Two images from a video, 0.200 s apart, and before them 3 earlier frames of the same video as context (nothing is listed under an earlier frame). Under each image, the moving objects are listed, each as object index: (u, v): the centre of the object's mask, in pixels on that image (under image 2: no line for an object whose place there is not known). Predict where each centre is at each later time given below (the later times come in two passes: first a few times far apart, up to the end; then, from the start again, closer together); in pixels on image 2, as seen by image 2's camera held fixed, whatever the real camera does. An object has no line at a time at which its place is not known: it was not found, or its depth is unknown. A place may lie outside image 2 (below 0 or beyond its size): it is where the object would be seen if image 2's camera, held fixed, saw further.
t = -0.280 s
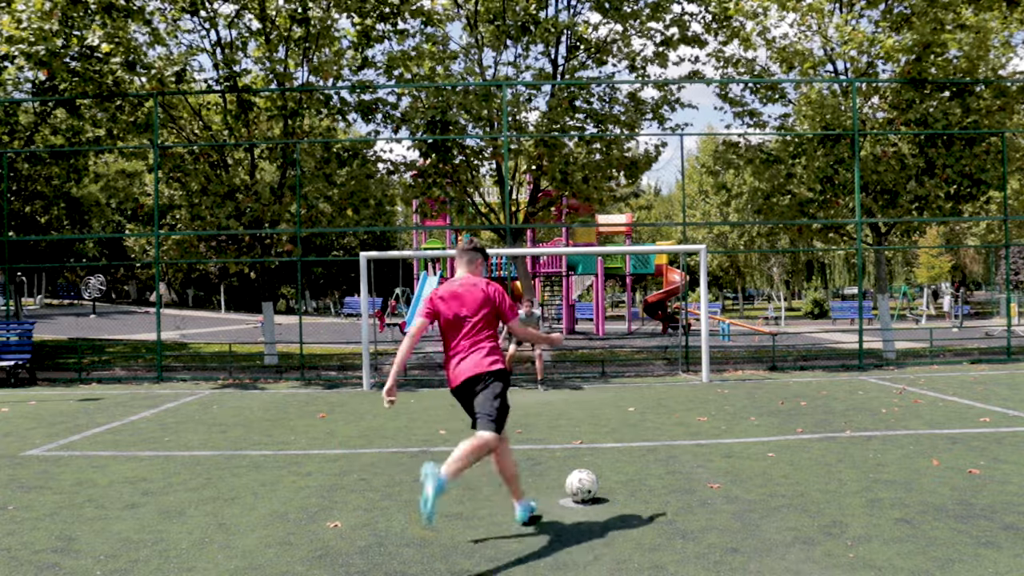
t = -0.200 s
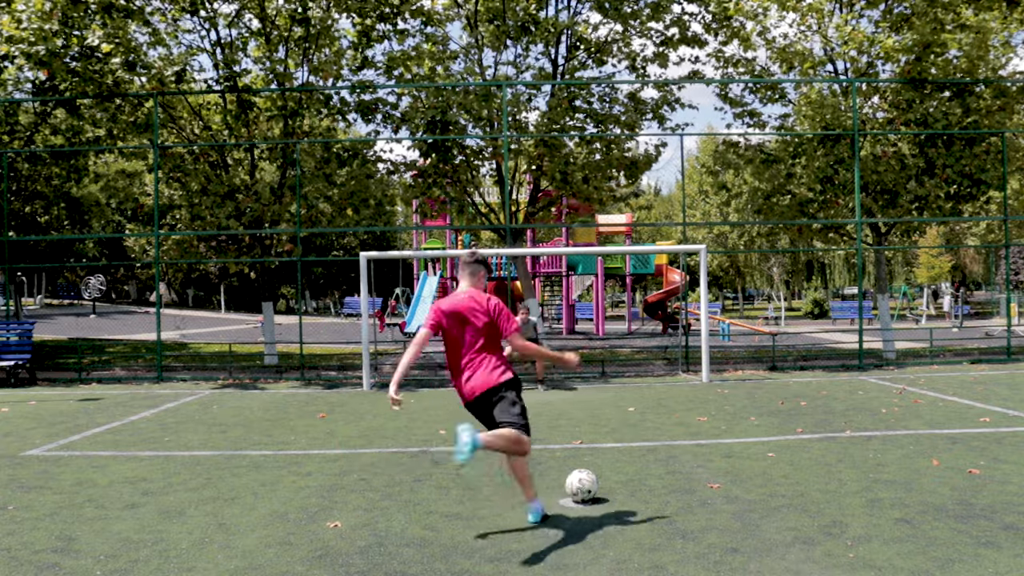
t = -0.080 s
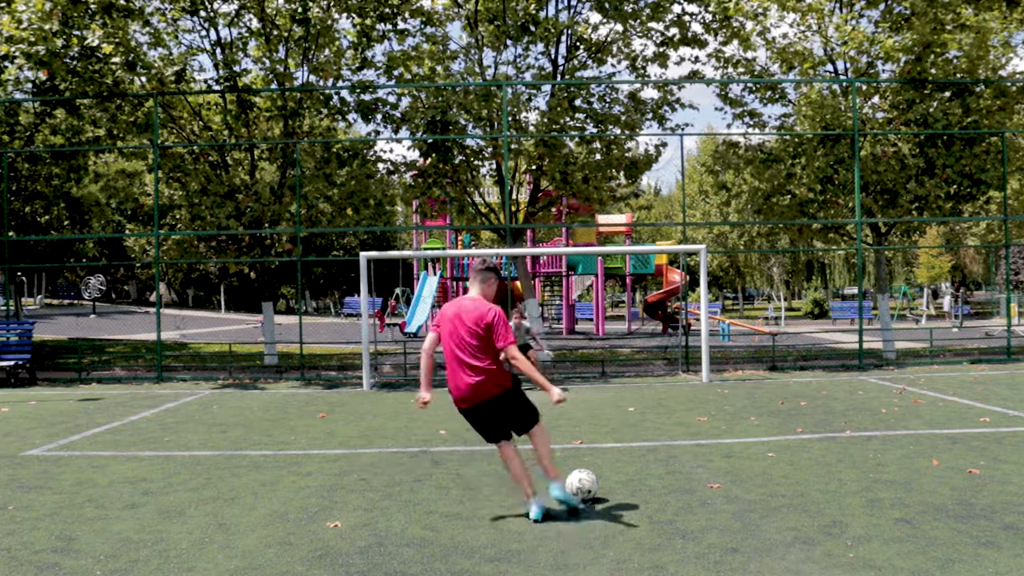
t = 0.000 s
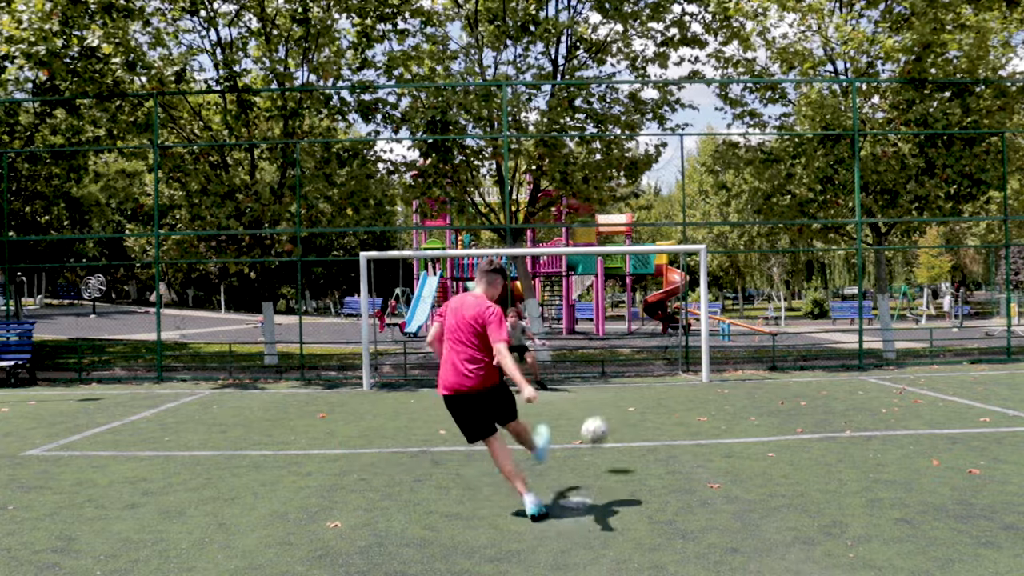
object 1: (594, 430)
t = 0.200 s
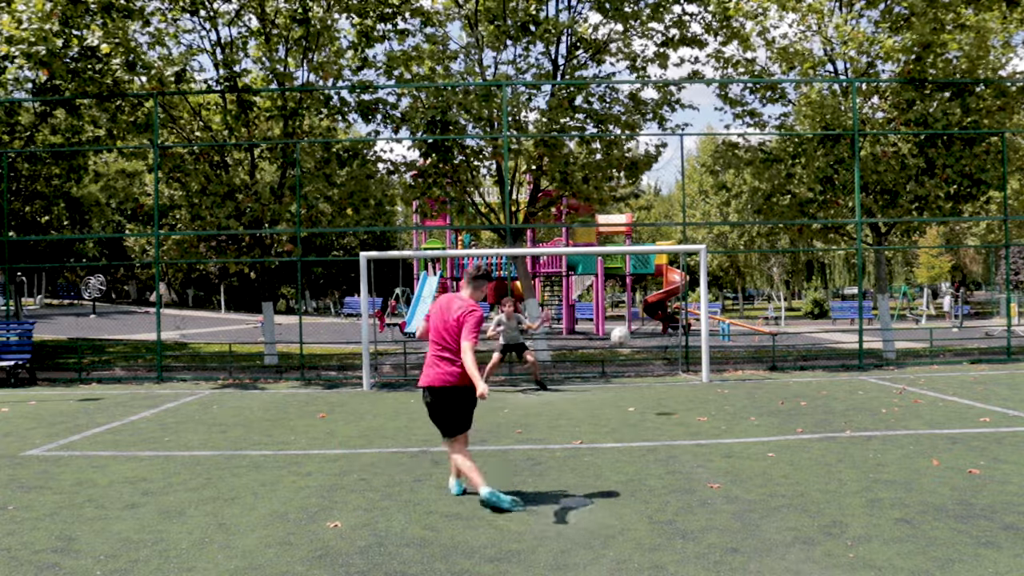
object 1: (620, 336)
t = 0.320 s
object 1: (630, 313)
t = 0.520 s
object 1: (638, 297)
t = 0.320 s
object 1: (630, 313)
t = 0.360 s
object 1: (631, 307)
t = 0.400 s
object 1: (633, 302)
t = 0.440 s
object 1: (634, 301)
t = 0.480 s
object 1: (635, 300)
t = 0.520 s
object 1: (638, 297)
